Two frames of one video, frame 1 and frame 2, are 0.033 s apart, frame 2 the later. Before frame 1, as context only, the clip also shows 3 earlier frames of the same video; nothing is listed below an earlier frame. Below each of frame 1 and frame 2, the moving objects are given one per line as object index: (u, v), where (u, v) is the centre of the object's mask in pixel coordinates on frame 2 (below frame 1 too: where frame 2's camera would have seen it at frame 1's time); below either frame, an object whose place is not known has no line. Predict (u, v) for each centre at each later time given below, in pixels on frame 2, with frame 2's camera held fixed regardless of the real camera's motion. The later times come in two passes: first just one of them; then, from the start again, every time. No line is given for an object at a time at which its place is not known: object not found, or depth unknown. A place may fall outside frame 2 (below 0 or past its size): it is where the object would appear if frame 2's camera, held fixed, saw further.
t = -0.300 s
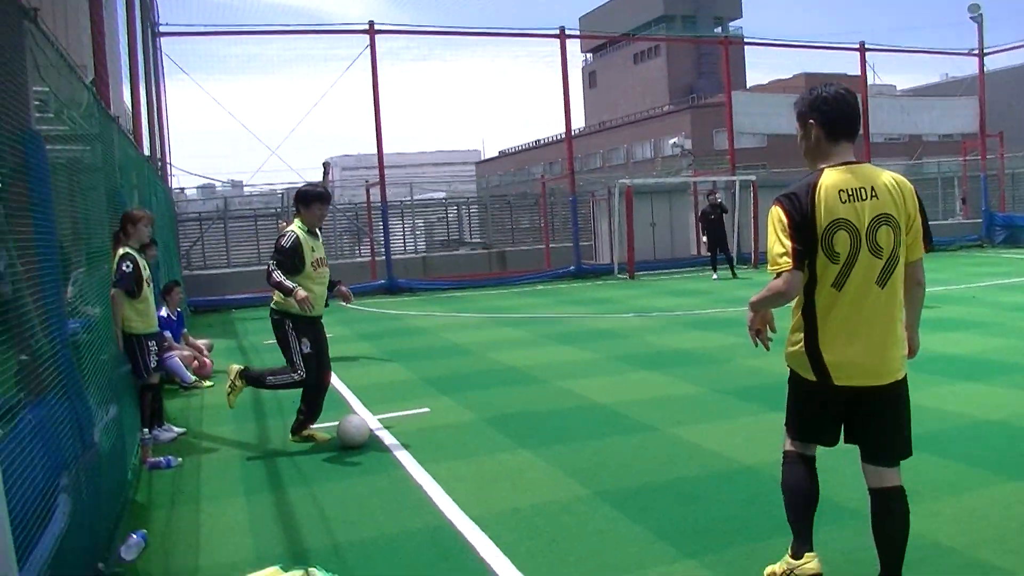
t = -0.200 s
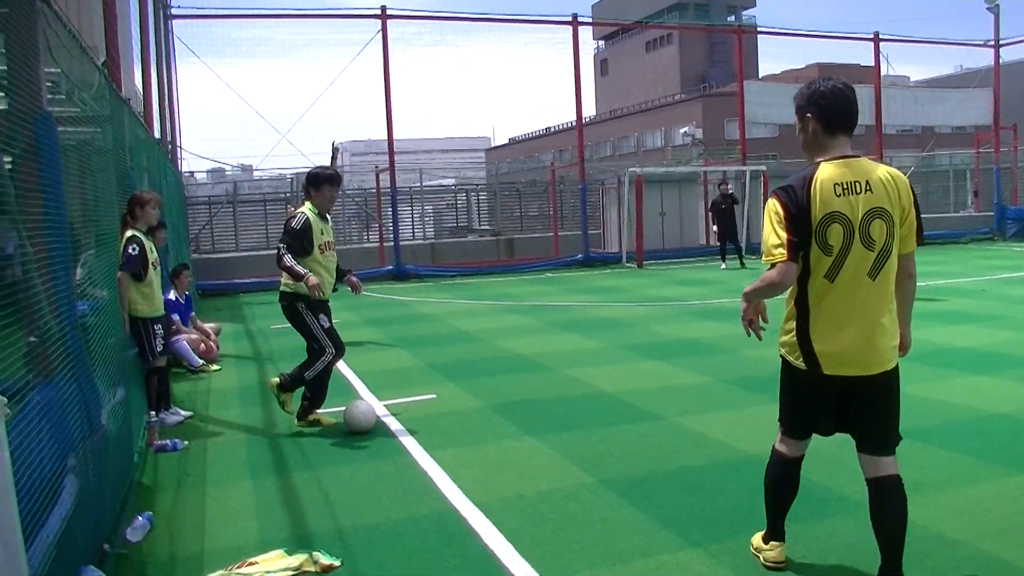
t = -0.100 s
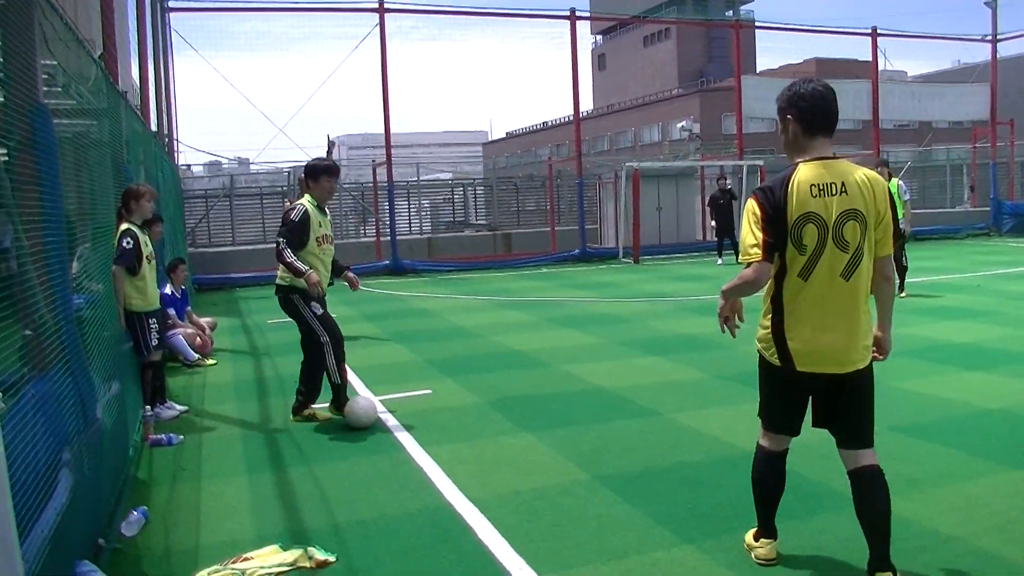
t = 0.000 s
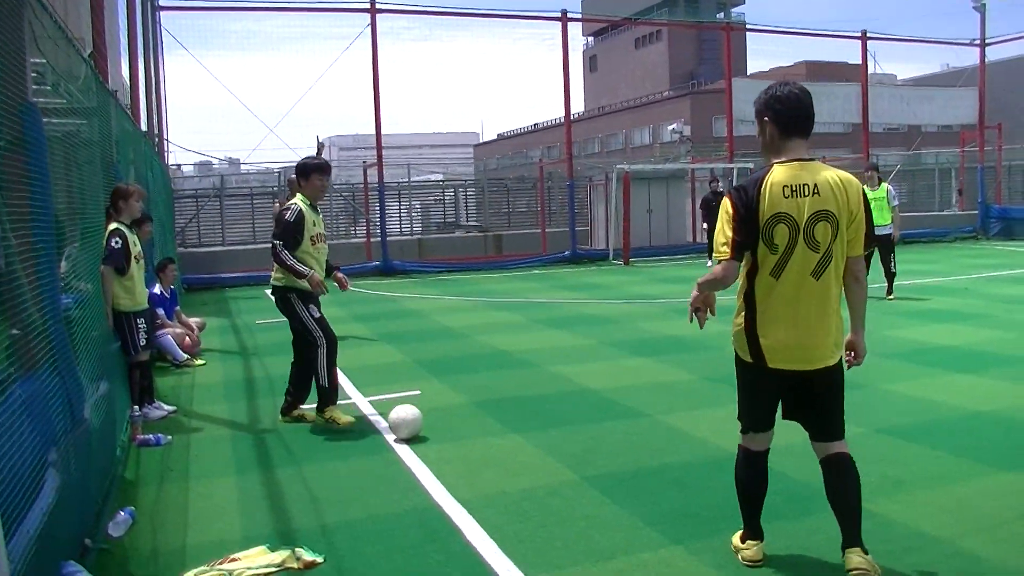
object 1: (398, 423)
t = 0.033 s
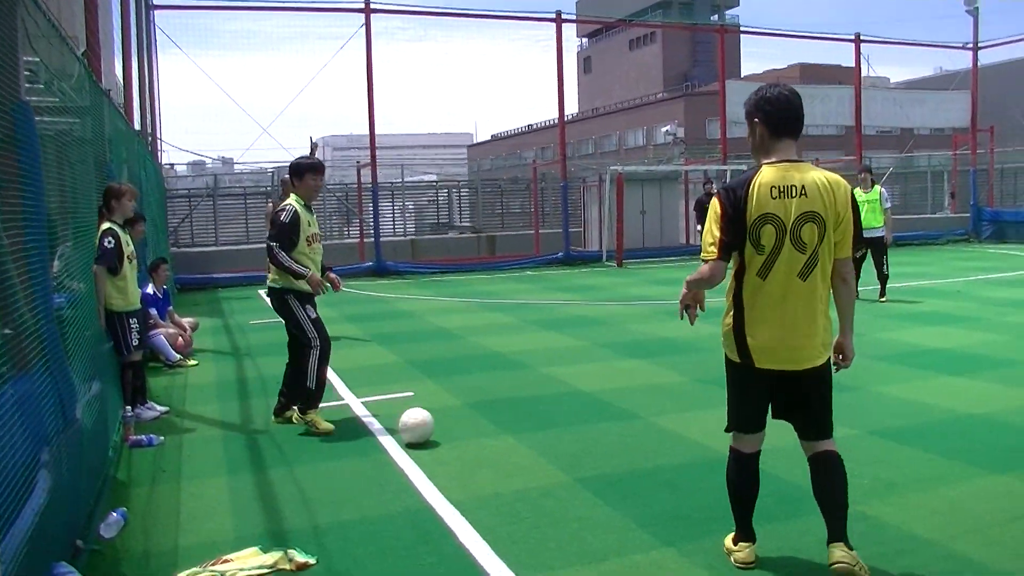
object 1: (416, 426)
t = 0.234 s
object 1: (518, 445)
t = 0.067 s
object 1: (435, 431)
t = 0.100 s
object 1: (452, 432)
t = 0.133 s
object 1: (469, 436)
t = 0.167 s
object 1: (485, 439)
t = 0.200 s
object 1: (502, 441)
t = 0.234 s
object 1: (518, 445)
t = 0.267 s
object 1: (535, 447)
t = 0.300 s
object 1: (552, 451)
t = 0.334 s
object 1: (570, 454)
